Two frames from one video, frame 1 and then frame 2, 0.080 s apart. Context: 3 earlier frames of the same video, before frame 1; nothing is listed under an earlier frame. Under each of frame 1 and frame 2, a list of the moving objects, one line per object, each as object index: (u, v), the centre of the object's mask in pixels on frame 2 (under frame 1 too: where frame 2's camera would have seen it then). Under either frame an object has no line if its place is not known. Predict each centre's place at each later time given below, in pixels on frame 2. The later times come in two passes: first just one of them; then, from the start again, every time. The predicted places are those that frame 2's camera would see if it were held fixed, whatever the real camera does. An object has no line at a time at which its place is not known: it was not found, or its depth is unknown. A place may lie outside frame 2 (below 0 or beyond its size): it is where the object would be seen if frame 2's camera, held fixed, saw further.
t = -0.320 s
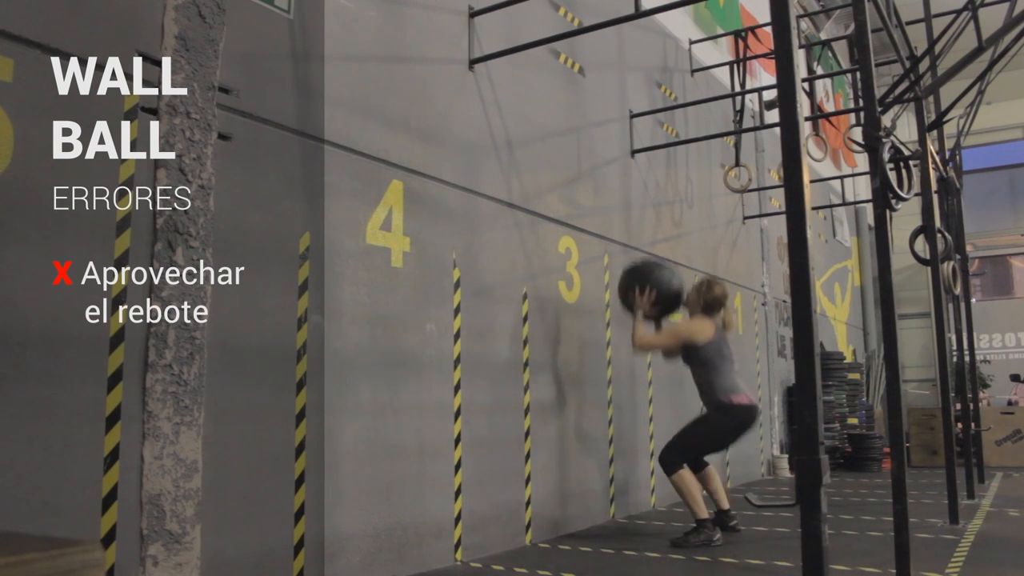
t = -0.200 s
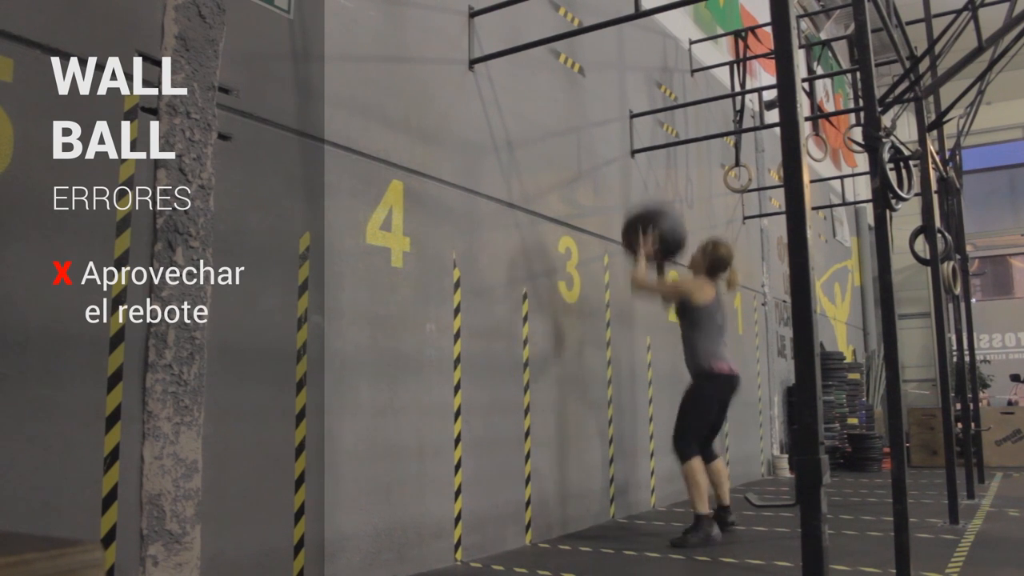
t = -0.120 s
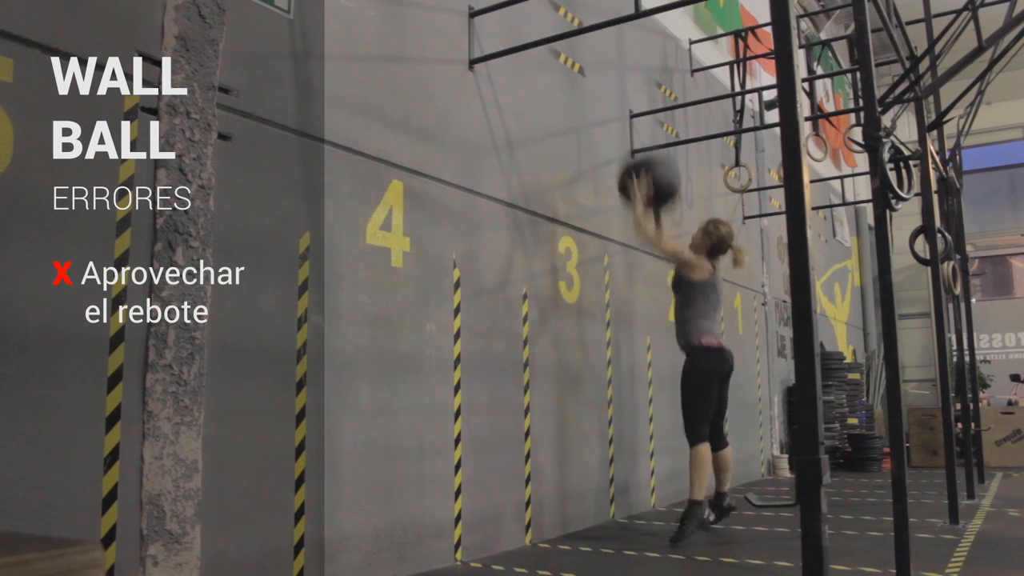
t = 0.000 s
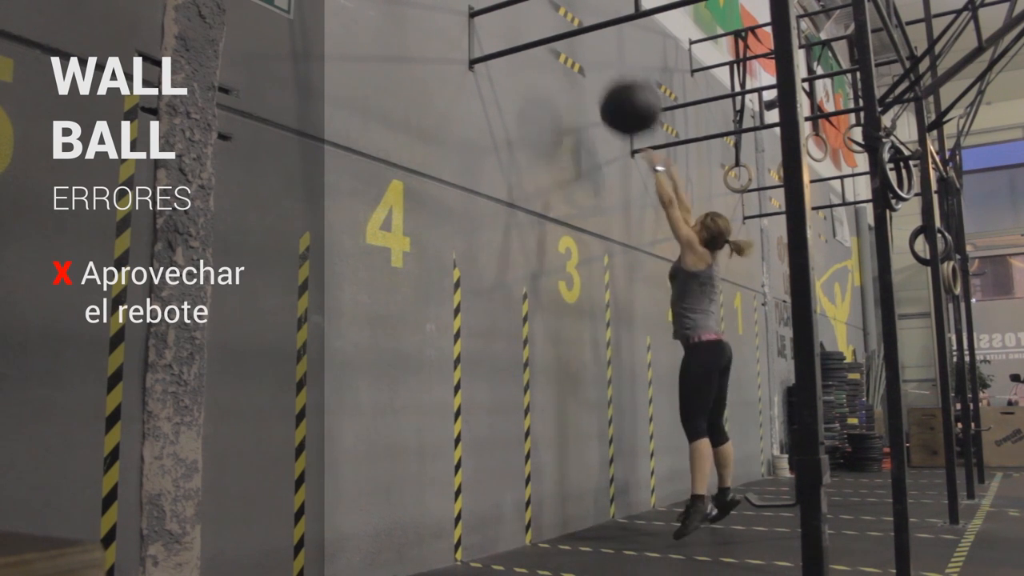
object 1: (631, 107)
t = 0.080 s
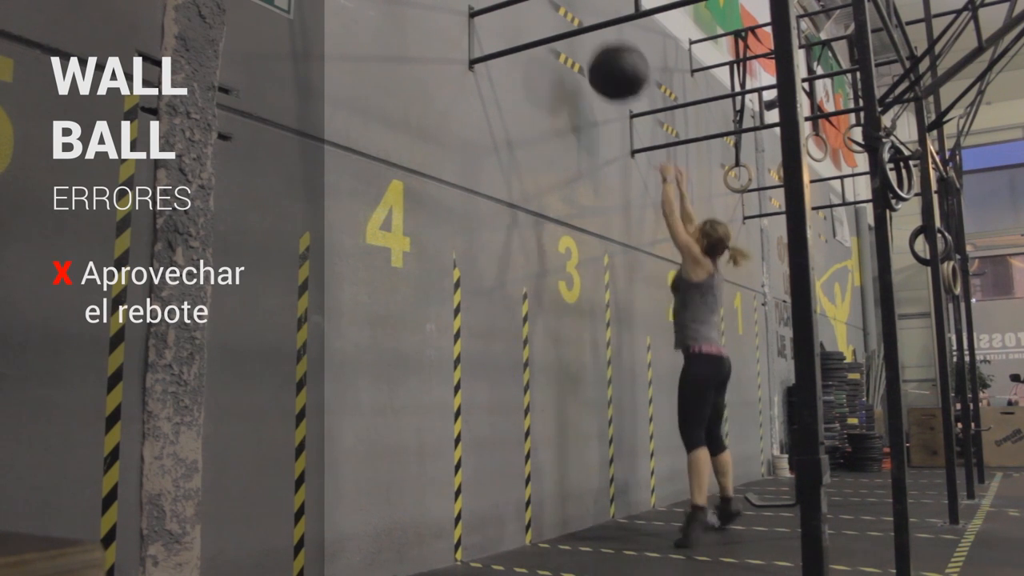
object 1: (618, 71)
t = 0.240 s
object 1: (595, 33)
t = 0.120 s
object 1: (613, 58)
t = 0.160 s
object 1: (608, 50)
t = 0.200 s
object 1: (602, 40)
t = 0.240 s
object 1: (595, 33)
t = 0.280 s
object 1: (590, 31)
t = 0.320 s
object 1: (591, 31)
